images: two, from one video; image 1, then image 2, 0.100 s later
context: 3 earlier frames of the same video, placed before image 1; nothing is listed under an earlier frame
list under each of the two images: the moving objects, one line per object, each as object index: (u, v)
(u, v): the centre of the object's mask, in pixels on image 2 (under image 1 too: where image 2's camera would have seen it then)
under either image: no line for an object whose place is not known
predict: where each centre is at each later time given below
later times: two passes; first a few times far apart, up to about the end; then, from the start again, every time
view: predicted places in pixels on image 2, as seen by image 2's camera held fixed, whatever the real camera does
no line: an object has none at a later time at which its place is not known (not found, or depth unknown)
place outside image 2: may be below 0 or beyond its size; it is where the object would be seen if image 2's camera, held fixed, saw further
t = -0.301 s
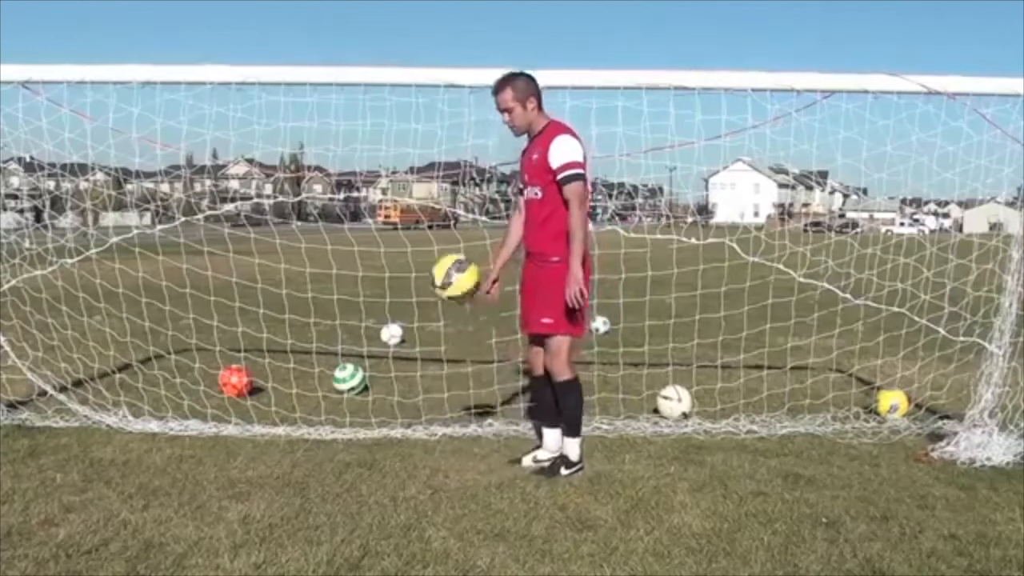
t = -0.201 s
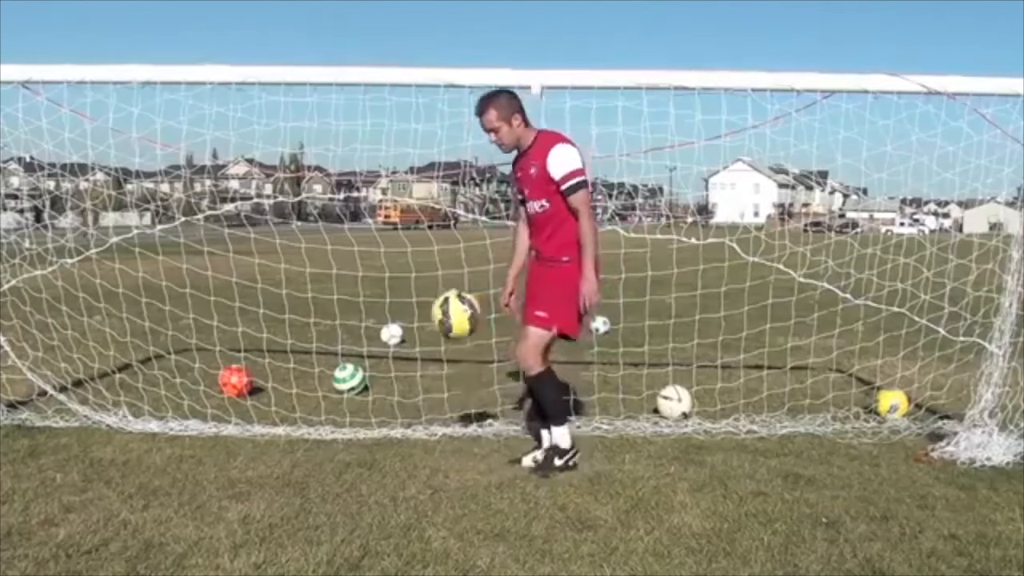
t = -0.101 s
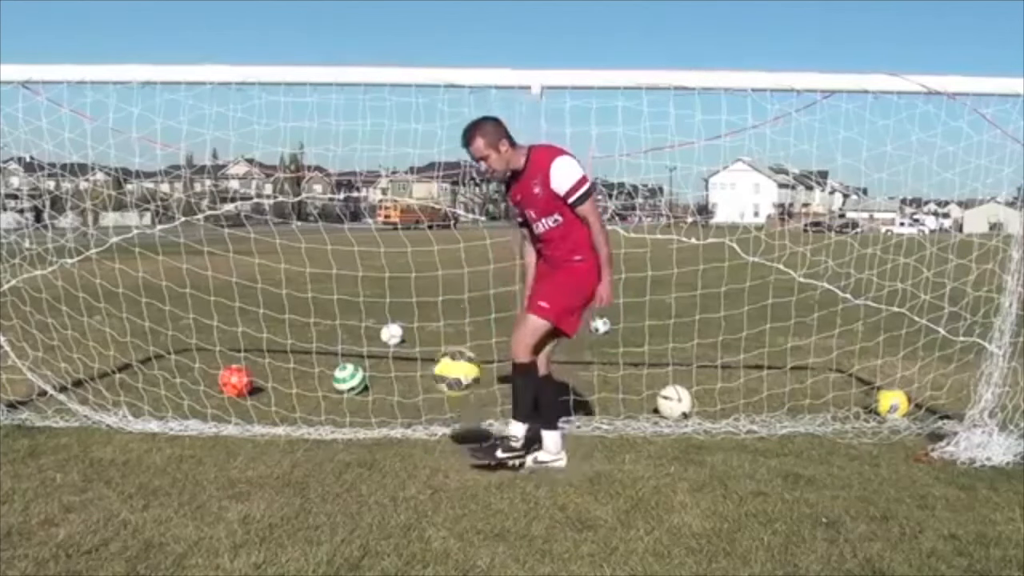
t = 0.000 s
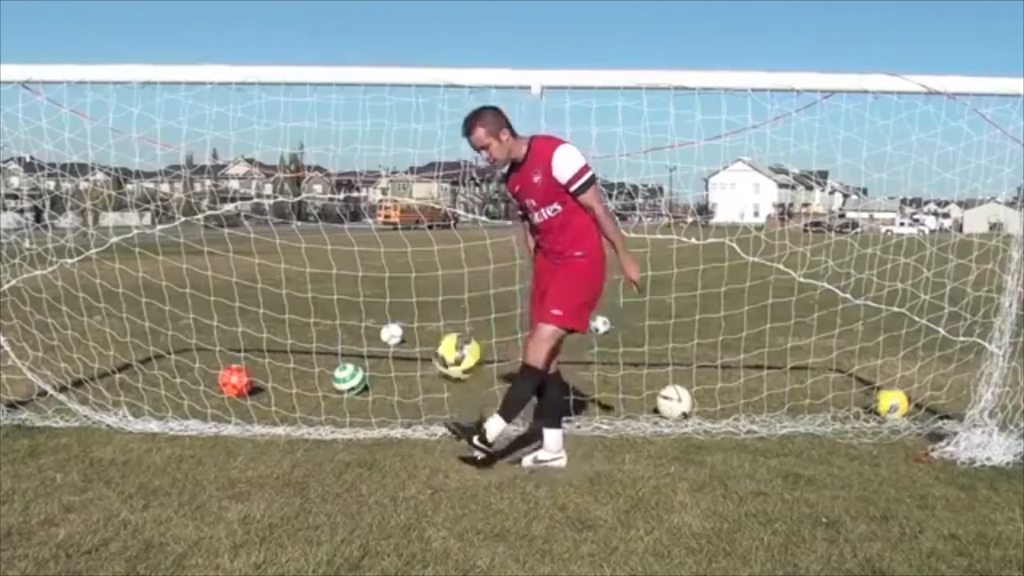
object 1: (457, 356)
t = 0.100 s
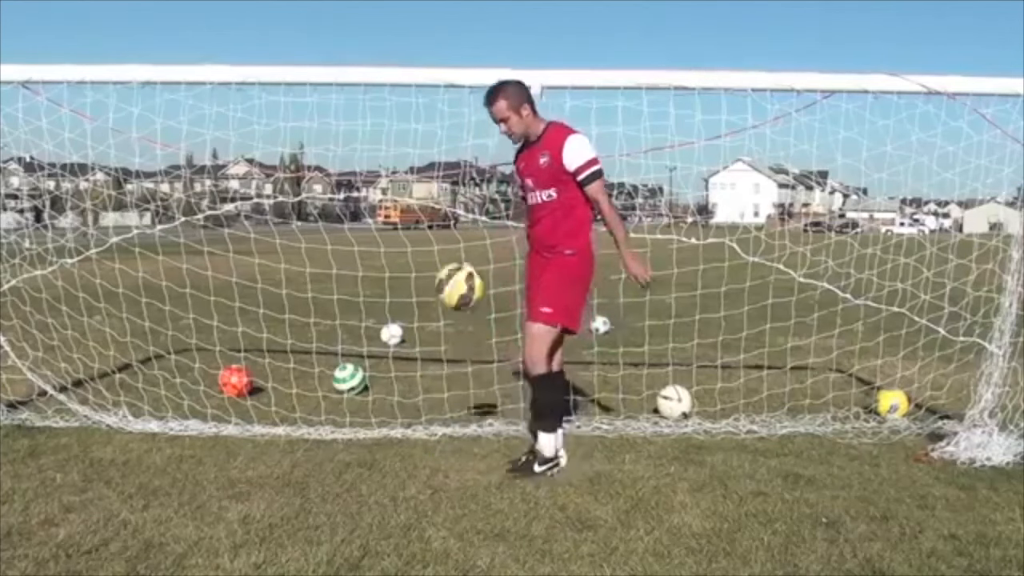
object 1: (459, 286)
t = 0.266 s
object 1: (464, 216)
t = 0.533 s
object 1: (466, 234)
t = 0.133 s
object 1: (461, 268)
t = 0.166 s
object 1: (462, 251)
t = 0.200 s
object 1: (462, 239)
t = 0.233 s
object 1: (462, 226)
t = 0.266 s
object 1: (464, 216)
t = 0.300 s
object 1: (465, 210)
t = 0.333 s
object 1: (465, 206)
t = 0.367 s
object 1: (466, 205)
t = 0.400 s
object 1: (466, 206)
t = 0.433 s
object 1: (466, 210)
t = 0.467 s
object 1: (467, 214)
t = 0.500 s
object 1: (467, 221)
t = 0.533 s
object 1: (466, 234)
